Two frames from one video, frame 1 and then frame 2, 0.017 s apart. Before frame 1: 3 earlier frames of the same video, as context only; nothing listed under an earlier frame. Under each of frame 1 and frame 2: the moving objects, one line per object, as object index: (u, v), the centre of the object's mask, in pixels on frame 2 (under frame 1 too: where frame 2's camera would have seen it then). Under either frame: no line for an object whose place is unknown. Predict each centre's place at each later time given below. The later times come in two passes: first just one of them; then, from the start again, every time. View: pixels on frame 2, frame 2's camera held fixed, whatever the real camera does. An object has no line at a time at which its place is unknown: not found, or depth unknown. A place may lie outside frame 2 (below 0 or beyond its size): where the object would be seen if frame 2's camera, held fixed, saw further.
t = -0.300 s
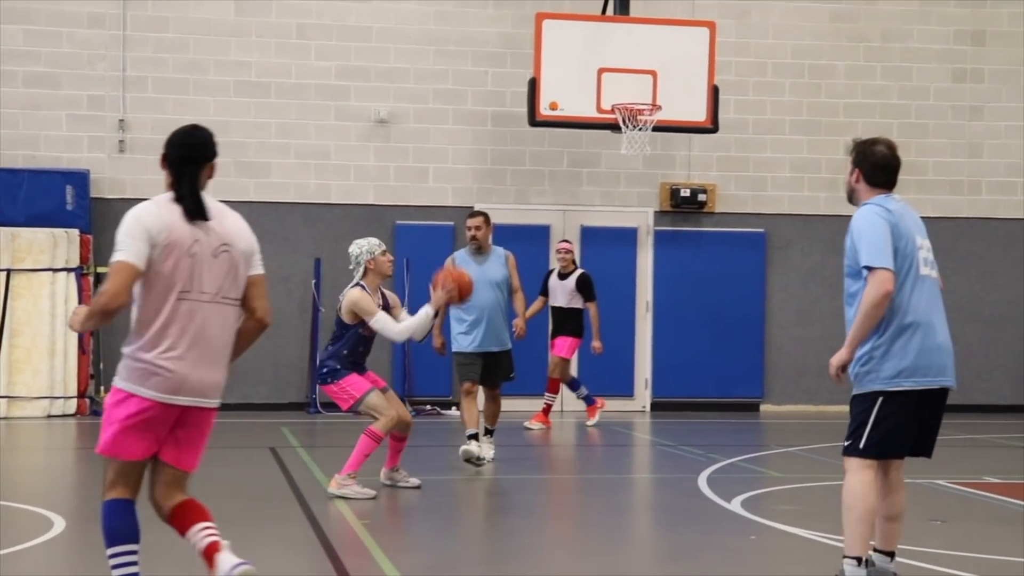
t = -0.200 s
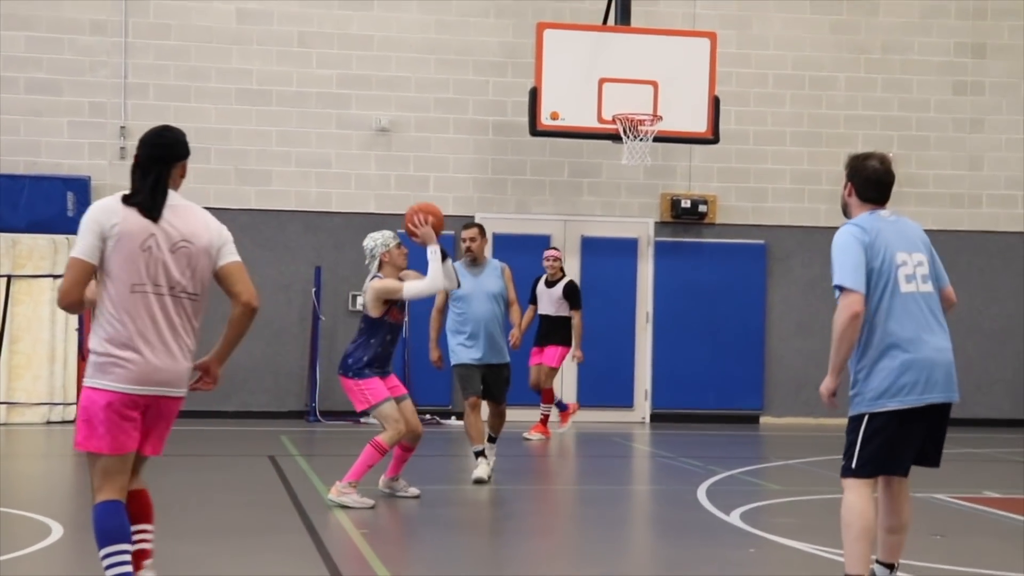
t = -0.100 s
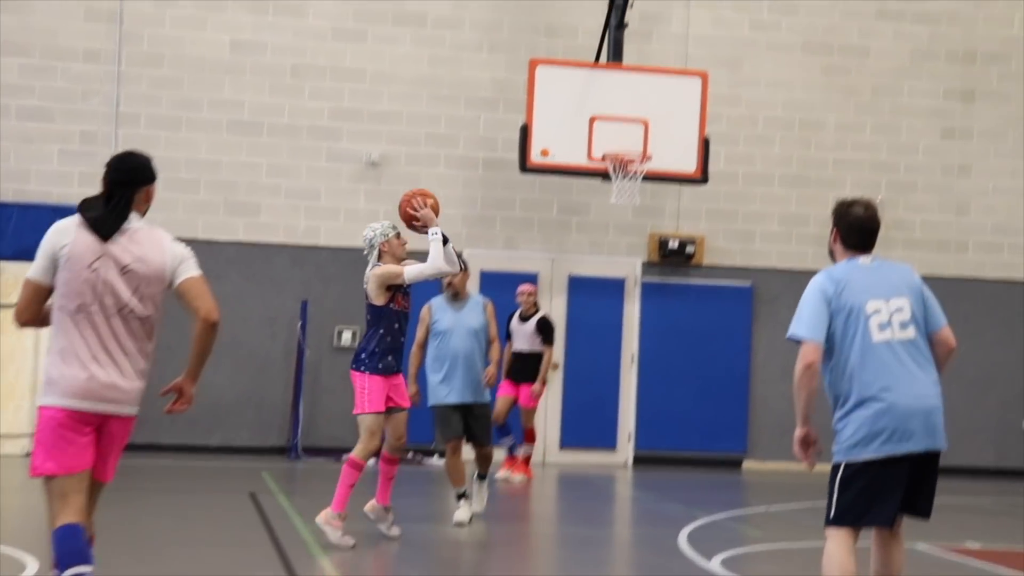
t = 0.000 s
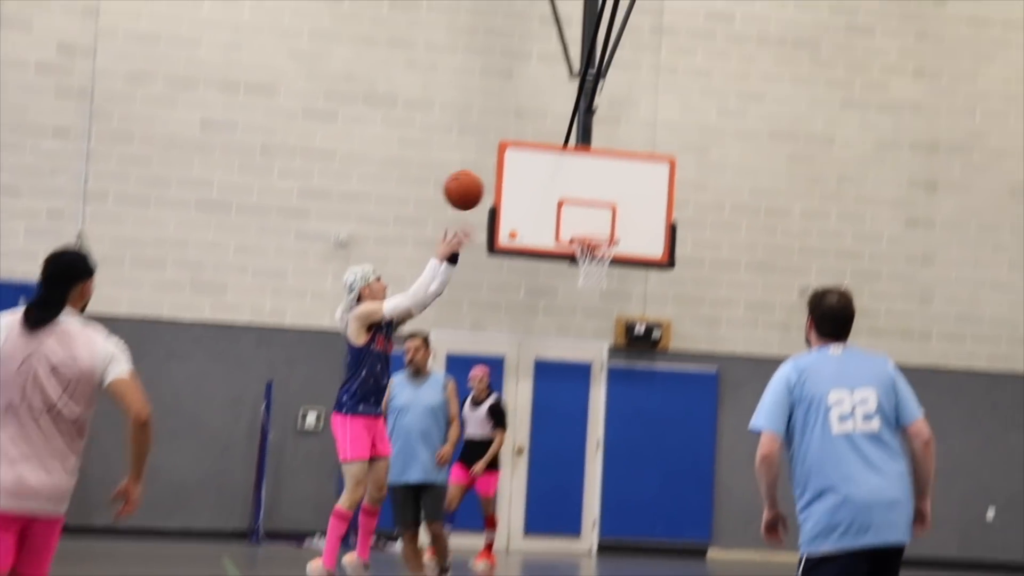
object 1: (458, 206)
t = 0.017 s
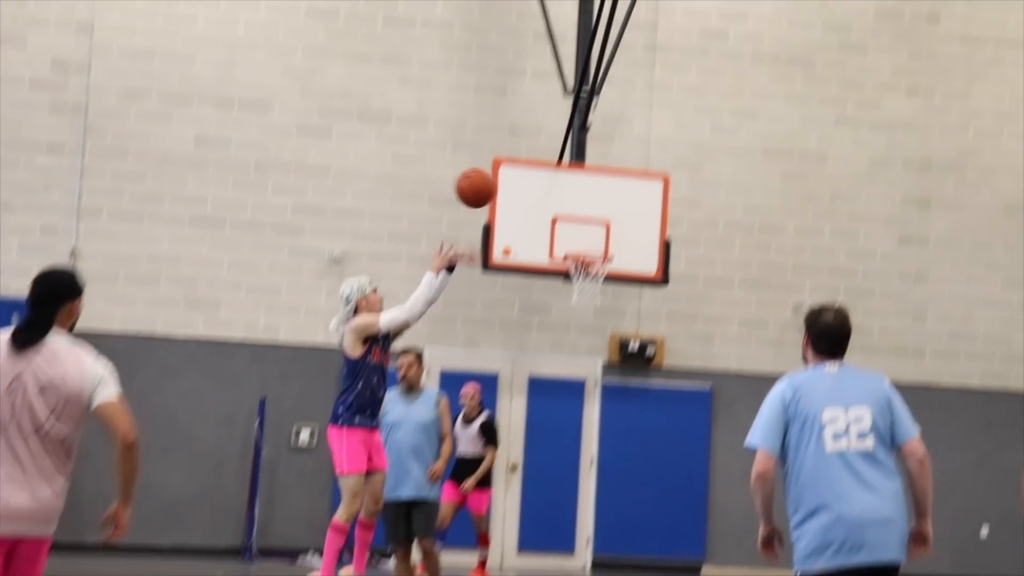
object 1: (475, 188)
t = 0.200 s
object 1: (666, 14)
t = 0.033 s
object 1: (492, 169)
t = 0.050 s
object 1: (510, 152)
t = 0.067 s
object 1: (528, 134)
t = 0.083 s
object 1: (545, 117)
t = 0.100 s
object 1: (563, 101)
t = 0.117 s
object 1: (579, 85)
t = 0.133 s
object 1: (596, 70)
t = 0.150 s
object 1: (614, 55)
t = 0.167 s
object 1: (632, 41)
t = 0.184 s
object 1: (649, 27)
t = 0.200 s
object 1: (666, 14)
